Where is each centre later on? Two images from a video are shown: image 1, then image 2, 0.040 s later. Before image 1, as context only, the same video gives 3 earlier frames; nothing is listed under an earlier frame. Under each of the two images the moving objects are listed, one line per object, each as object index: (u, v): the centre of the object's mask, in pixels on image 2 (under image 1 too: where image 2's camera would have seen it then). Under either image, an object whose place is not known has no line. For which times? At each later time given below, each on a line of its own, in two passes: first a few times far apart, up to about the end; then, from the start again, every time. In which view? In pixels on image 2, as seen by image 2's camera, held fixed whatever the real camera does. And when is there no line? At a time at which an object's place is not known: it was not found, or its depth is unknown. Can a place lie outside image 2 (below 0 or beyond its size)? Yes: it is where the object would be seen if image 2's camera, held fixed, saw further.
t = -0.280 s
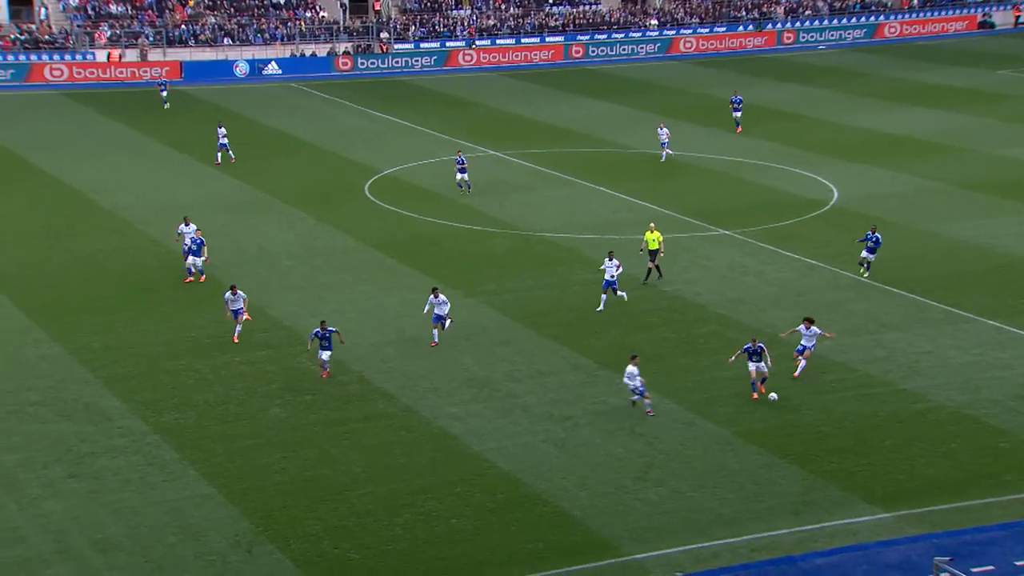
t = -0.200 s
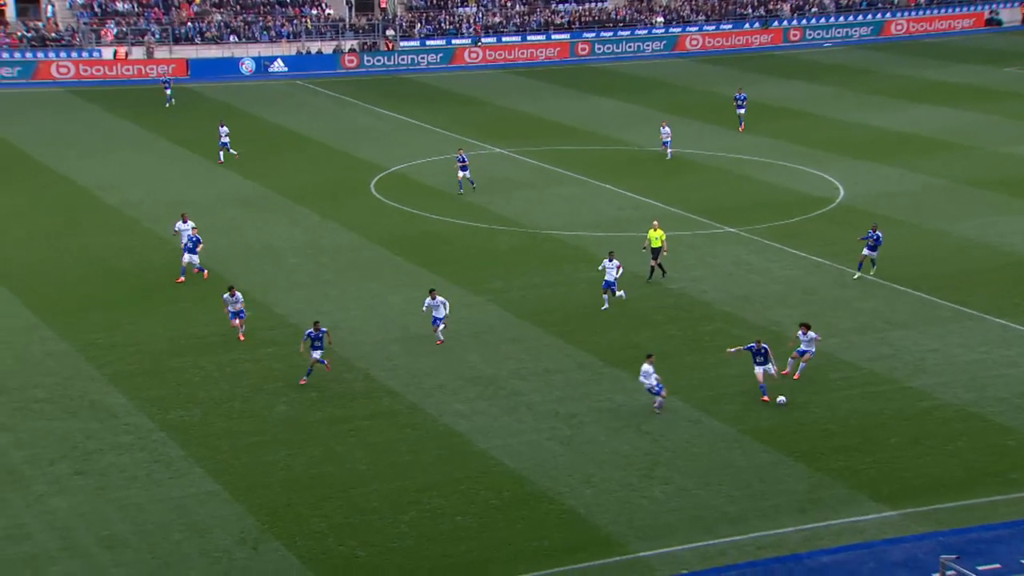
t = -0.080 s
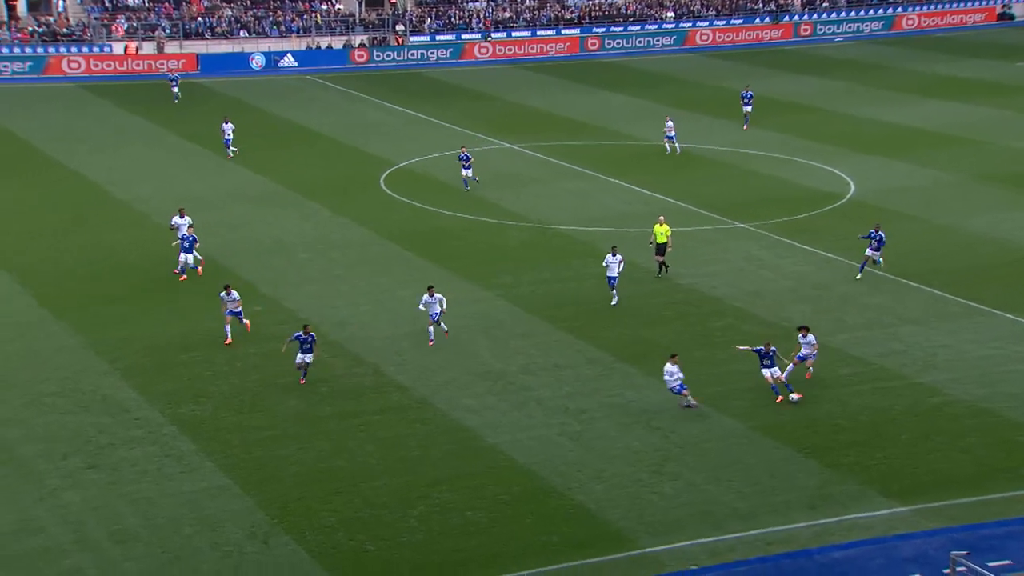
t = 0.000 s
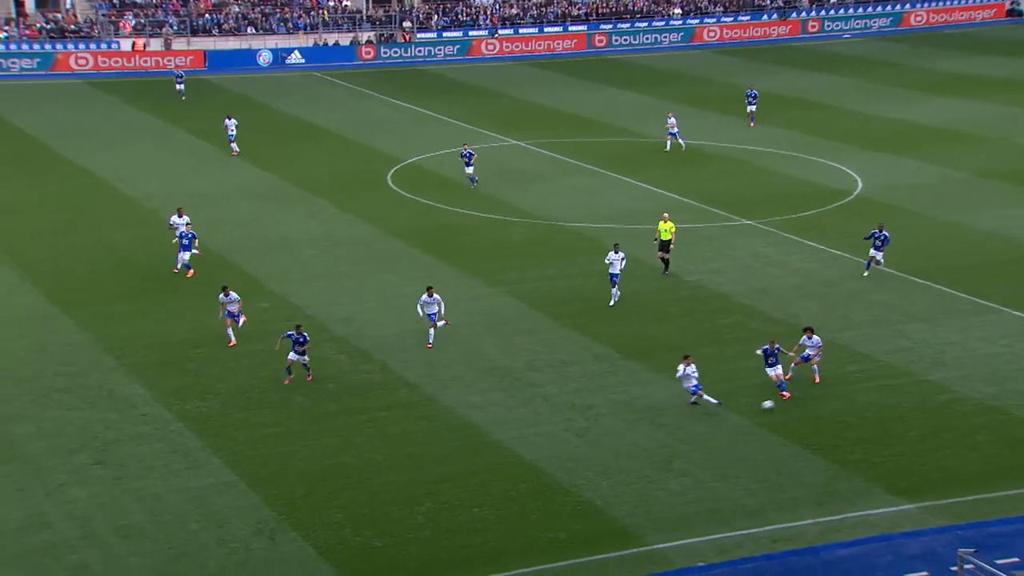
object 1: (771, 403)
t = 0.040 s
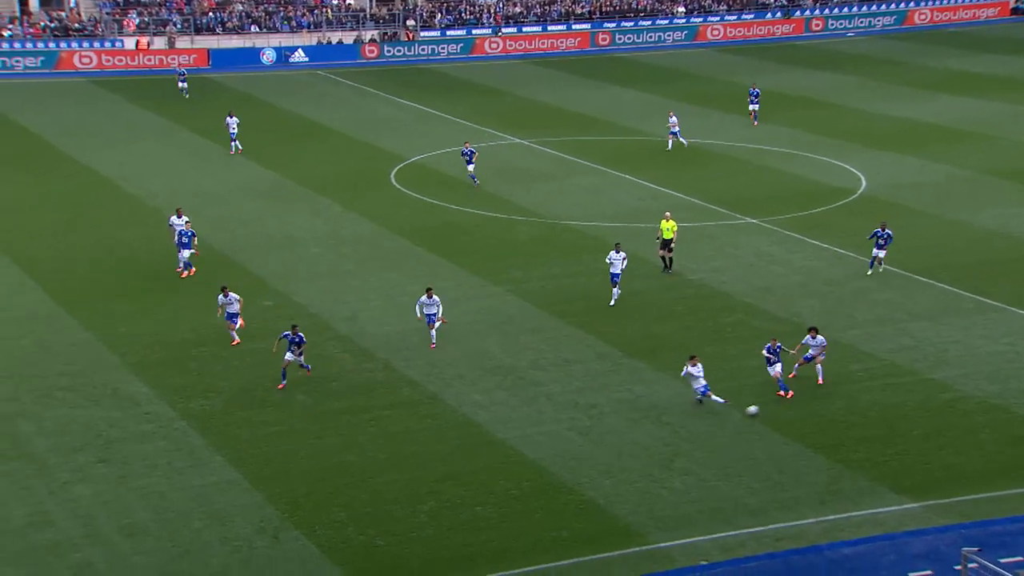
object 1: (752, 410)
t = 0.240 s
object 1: (659, 440)
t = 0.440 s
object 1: (570, 463)
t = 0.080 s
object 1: (733, 418)
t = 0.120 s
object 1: (714, 422)
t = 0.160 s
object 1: (696, 427)
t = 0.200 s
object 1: (677, 433)
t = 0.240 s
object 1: (659, 440)
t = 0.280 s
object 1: (641, 444)
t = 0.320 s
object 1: (623, 450)
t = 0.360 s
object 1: (605, 456)
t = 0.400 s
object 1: (588, 460)
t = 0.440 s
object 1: (570, 463)
